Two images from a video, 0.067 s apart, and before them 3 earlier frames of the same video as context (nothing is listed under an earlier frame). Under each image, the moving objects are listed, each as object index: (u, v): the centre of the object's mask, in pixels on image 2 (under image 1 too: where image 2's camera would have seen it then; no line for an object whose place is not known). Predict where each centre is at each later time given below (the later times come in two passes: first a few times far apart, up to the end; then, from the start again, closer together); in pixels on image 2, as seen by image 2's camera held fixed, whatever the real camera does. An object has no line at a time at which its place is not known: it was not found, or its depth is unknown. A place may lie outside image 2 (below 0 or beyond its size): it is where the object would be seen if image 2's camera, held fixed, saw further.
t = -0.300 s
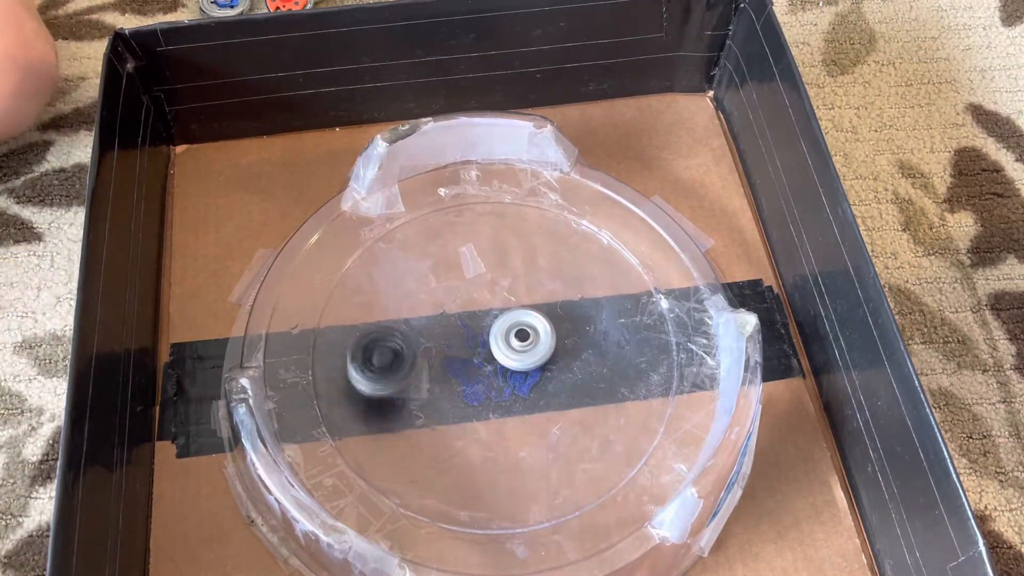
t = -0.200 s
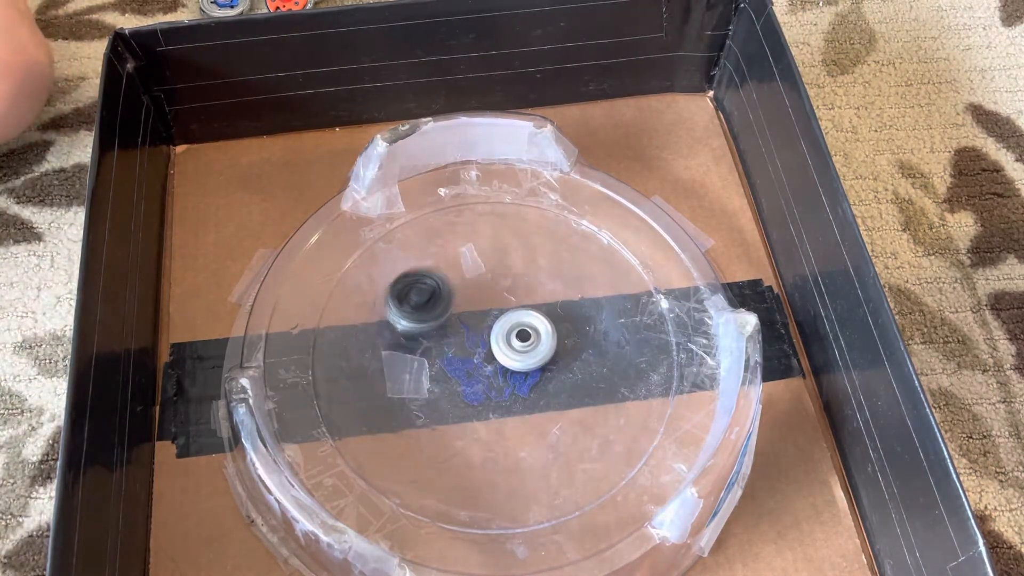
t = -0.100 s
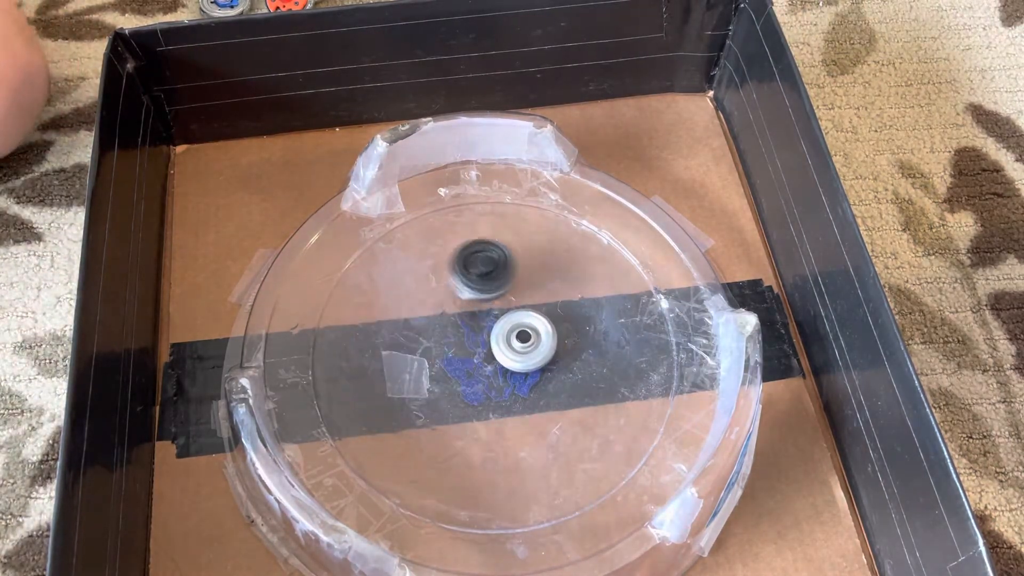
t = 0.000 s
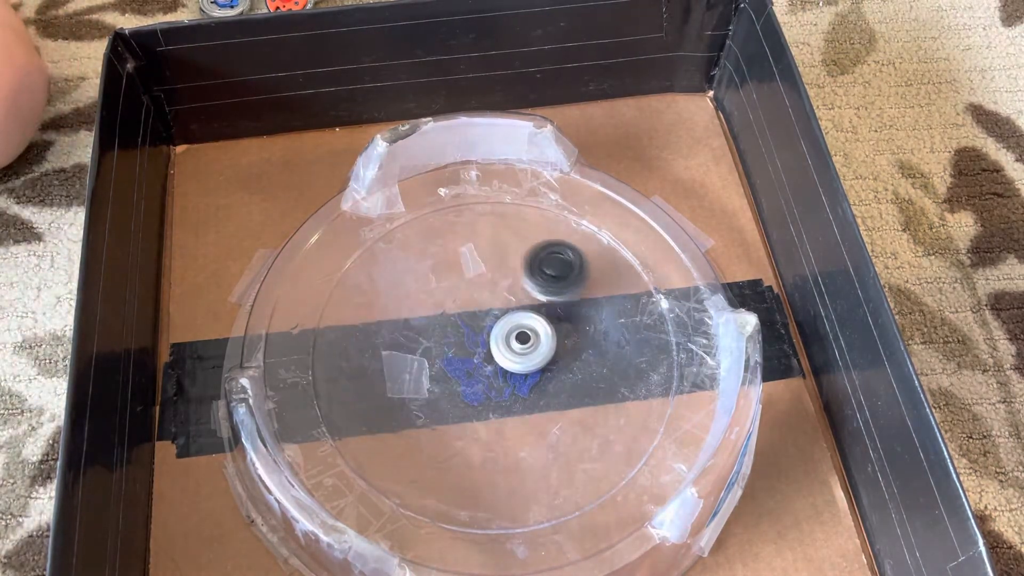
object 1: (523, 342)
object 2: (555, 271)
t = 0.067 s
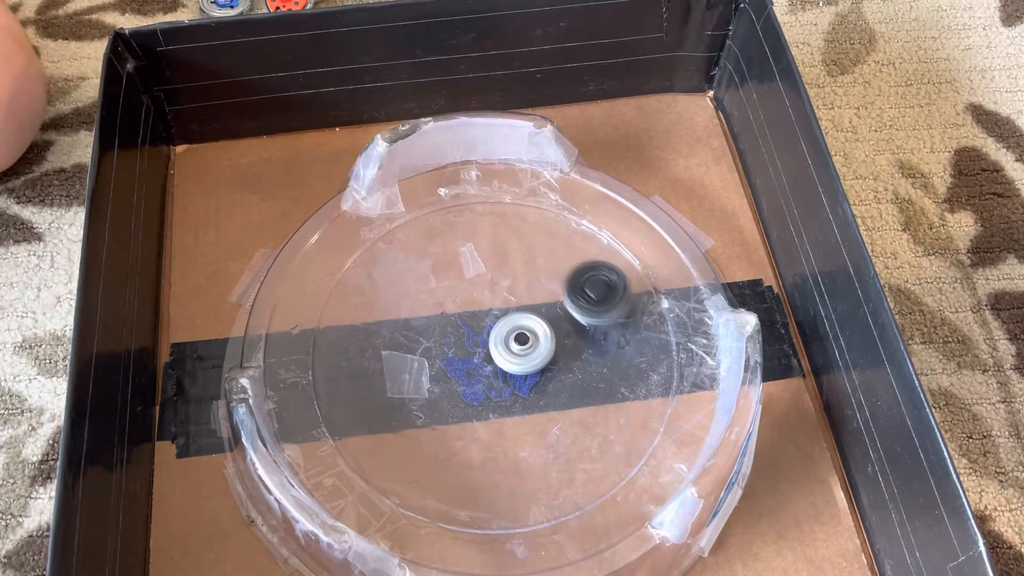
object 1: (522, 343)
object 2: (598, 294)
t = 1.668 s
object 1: (475, 381)
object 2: (385, 280)
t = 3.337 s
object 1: (464, 336)
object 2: (436, 420)
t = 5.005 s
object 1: (510, 338)
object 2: (552, 409)
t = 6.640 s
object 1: (507, 385)
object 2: (549, 260)
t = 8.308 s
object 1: (464, 344)
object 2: (402, 362)
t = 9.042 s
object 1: (493, 327)
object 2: (490, 430)
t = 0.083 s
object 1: (522, 343)
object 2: (606, 302)
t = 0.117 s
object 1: (521, 344)
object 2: (620, 320)
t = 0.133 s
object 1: (521, 344)
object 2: (625, 330)
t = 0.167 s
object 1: (521, 345)
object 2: (632, 351)
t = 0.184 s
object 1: (520, 346)
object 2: (633, 362)
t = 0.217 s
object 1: (520, 347)
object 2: (627, 384)
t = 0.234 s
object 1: (520, 347)
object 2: (623, 394)
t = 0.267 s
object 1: (519, 348)
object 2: (609, 414)
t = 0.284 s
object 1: (519, 348)
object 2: (599, 423)
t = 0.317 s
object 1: (518, 349)
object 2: (576, 436)
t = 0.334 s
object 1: (518, 350)
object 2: (564, 439)
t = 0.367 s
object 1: (517, 351)
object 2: (536, 444)
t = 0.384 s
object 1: (517, 352)
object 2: (522, 445)
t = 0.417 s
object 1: (516, 353)
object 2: (495, 440)
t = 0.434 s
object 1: (516, 353)
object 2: (483, 437)
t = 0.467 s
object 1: (515, 354)
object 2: (459, 426)
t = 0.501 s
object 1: (514, 355)
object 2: (439, 411)
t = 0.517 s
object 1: (514, 356)
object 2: (432, 402)
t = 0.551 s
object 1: (513, 357)
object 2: (418, 384)
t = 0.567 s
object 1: (513, 357)
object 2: (414, 374)
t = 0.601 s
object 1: (512, 358)
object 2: (407, 350)
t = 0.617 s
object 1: (511, 359)
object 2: (407, 338)
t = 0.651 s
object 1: (511, 360)
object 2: (410, 316)
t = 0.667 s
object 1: (510, 361)
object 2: (413, 305)
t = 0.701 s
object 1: (509, 362)
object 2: (423, 287)
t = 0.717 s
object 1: (509, 362)
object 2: (428, 276)
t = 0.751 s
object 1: (508, 363)
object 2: (442, 260)
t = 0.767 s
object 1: (508, 364)
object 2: (451, 253)
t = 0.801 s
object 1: (507, 365)
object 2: (468, 242)
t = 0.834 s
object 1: (507, 366)
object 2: (487, 235)
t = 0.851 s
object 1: (506, 367)
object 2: (498, 232)
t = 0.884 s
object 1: (506, 368)
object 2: (519, 232)
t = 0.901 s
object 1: (505, 368)
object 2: (529, 234)
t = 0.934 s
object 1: (505, 369)
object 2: (550, 241)
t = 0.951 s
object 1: (504, 370)
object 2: (559, 247)
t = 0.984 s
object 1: (504, 371)
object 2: (577, 261)
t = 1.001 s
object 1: (503, 371)
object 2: (585, 271)
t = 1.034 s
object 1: (503, 373)
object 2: (597, 291)
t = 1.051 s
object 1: (502, 373)
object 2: (600, 302)
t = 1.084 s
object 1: (502, 374)
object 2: (602, 324)
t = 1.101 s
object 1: (502, 374)
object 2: (602, 335)
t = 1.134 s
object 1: (501, 375)
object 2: (594, 357)
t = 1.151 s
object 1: (501, 375)
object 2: (588, 369)
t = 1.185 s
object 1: (500, 376)
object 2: (572, 385)
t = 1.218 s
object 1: (498, 376)
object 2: (556, 402)
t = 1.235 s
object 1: (496, 375)
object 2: (549, 410)
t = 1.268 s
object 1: (491, 372)
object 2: (531, 425)
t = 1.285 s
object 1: (489, 371)
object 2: (519, 429)
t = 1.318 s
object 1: (487, 371)
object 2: (496, 435)
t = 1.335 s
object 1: (486, 371)
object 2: (485, 435)
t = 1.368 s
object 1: (485, 372)
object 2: (460, 433)
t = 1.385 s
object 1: (484, 373)
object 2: (446, 429)
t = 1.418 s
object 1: (483, 374)
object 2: (424, 421)
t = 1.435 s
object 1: (482, 375)
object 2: (413, 415)
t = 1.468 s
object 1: (481, 376)
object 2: (392, 401)
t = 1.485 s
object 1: (480, 377)
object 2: (388, 395)
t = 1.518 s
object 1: (479, 378)
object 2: (374, 375)
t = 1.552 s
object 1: (478, 379)
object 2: (366, 353)
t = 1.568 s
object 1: (478, 379)
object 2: (364, 341)
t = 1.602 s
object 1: (477, 380)
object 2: (366, 319)
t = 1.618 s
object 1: (477, 380)
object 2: (370, 309)
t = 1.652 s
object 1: (476, 381)
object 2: (379, 290)
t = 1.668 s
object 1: (475, 381)
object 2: (385, 280)
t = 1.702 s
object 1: (475, 382)
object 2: (402, 265)
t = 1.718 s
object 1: (475, 382)
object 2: (410, 259)
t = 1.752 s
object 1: (474, 383)
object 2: (431, 250)
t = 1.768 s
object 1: (474, 383)
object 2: (443, 248)
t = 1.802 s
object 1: (474, 384)
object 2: (465, 246)
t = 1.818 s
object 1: (474, 384)
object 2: (477, 246)
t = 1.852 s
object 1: (473, 384)
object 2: (498, 251)
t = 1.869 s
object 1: (473, 384)
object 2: (509, 255)
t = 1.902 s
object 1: (473, 384)
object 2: (529, 266)
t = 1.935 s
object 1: (473, 384)
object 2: (546, 281)
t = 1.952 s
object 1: (473, 384)
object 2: (554, 290)
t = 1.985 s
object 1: (473, 384)
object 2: (566, 309)
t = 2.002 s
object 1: (473, 384)
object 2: (570, 319)
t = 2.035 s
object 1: (473, 383)
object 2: (575, 340)
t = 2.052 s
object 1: (473, 383)
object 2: (577, 351)
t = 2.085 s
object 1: (473, 382)
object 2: (575, 372)
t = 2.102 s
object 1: (473, 382)
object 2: (573, 380)
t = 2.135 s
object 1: (473, 381)
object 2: (565, 400)
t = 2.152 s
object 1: (474, 381)
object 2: (560, 410)
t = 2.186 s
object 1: (474, 380)
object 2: (547, 429)
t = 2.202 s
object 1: (474, 380)
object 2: (539, 437)
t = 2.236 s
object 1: (474, 379)
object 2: (519, 448)
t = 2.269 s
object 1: (474, 378)
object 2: (496, 456)
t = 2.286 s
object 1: (474, 377)
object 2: (484, 459)
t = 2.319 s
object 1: (474, 376)
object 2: (458, 458)
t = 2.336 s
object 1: (473, 375)
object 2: (447, 455)
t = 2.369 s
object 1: (473, 374)
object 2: (424, 447)
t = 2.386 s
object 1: (473, 374)
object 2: (414, 442)
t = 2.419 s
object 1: (473, 372)
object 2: (396, 427)
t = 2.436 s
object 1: (473, 372)
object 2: (388, 417)
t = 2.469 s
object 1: (473, 370)
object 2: (379, 398)
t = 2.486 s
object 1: (473, 370)
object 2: (376, 387)
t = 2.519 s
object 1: (473, 368)
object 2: (377, 365)
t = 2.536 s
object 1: (473, 367)
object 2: (378, 354)
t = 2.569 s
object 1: (472, 366)
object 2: (387, 334)
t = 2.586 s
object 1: (472, 365)
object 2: (393, 324)
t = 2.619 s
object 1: (472, 364)
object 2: (407, 308)
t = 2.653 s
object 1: (472, 362)
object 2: (426, 294)
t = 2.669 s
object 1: (472, 361)
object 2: (436, 288)
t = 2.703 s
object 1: (471, 360)
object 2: (456, 281)
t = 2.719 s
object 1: (471, 359)
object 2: (466, 278)
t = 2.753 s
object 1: (471, 358)
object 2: (489, 276)
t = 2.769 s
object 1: (471, 357)
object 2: (500, 275)
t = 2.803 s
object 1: (471, 355)
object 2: (521, 277)
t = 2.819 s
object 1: (470, 355)
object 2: (532, 280)
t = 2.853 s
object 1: (470, 353)
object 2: (552, 288)
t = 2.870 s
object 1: (470, 352)
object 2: (561, 294)
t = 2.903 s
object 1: (469, 351)
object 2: (578, 308)
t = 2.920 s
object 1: (469, 350)
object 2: (585, 316)
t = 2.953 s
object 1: (469, 349)
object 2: (596, 333)
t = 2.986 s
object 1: (468, 347)
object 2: (602, 352)
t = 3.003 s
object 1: (468, 347)
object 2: (604, 363)
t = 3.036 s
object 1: (468, 345)
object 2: (603, 382)
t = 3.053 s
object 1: (468, 345)
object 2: (601, 391)
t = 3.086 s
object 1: (467, 343)
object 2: (593, 411)
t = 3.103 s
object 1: (467, 343)
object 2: (587, 420)
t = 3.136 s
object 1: (467, 341)
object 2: (570, 435)
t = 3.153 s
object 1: (466, 341)
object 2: (559, 441)
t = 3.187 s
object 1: (466, 340)
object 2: (537, 449)
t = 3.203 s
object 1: (466, 339)
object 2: (525, 451)
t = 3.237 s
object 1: (465, 338)
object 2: (500, 451)
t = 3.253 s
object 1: (465, 338)
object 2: (488, 449)
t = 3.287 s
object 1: (465, 337)
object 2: (465, 441)
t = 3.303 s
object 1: (465, 337)
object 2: (455, 436)
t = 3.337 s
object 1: (464, 336)
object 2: (436, 420)
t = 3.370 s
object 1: (464, 335)
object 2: (422, 402)
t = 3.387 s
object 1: (464, 335)
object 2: (417, 393)
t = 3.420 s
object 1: (465, 334)
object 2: (412, 375)
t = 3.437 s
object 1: (466, 333)
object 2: (410, 365)
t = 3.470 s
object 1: (472, 329)
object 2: (403, 346)
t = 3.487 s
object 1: (475, 327)
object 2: (400, 336)
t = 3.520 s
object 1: (481, 324)
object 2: (402, 318)
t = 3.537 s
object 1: (483, 323)
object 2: (406, 308)
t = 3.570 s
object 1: (485, 321)
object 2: (415, 291)
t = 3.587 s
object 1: (485, 320)
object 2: (422, 284)
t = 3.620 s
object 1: (485, 319)
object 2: (437, 268)
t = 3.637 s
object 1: (484, 318)
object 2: (446, 262)
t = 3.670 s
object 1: (484, 316)
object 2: (464, 252)
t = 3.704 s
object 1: (484, 315)
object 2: (484, 245)
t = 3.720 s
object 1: (484, 314)
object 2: (493, 244)
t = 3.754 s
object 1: (483, 313)
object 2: (514, 244)
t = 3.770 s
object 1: (483, 313)
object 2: (524, 246)
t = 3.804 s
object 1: (483, 312)
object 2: (544, 254)
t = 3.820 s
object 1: (483, 311)
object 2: (553, 259)
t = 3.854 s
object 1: (483, 310)
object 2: (570, 274)
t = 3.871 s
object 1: (482, 310)
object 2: (576, 282)
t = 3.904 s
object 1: (482, 309)
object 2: (587, 300)
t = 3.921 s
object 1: (482, 309)
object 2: (590, 310)
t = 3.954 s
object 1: (482, 309)
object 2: (593, 331)
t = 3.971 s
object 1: (482, 309)
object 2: (592, 341)
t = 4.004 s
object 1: (482, 309)
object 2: (586, 362)
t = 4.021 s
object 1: (482, 309)
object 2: (581, 372)
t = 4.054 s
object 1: (482, 309)
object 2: (570, 387)
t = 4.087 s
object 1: (482, 309)
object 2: (554, 403)
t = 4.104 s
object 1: (482, 309)
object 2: (544, 409)
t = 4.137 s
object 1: (482, 309)
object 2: (523, 419)
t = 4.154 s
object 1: (482, 310)
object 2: (512, 422)
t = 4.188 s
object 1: (482, 310)
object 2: (488, 425)
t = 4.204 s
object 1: (482, 311)
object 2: (476, 424)
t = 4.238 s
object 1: (482, 312)
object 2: (453, 420)
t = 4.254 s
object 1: (482, 312)
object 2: (441, 416)
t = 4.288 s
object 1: (483, 313)
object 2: (420, 406)
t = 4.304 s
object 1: (483, 313)
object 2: (412, 400)
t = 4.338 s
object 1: (484, 315)
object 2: (399, 386)
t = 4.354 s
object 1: (484, 315)
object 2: (394, 377)
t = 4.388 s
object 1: (485, 317)
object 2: (386, 360)
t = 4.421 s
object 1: (486, 318)
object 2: (382, 337)
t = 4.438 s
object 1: (486, 318)
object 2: (384, 326)
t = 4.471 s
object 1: (487, 320)
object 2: (389, 306)
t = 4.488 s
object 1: (488, 320)
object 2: (394, 297)
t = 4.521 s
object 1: (489, 321)
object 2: (406, 281)
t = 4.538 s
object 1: (489, 322)
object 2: (414, 274)
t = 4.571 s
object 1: (491, 323)
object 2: (430, 264)
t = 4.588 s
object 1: (491, 324)
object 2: (439, 260)
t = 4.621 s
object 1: (492, 325)
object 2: (459, 254)
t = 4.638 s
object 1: (493, 326)
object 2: (470, 253)
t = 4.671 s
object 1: (494, 327)
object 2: (490, 254)
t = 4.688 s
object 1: (495, 328)
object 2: (500, 256)
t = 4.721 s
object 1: (496, 329)
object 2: (519, 263)
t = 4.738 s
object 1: (497, 330)
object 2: (528, 268)
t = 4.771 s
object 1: (499, 331)
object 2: (545, 282)
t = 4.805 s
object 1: (500, 332)
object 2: (558, 298)
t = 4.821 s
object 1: (501, 333)
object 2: (563, 307)
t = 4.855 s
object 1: (502, 334)
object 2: (569, 325)
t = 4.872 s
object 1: (503, 334)
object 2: (571, 335)
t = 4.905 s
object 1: (505, 335)
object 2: (572, 354)
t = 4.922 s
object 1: (506, 336)
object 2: (572, 365)
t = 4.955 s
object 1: (507, 337)
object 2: (567, 382)
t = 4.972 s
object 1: (508, 337)
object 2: (563, 392)
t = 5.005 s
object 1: (510, 338)
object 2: (552, 409)
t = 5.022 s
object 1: (511, 339)
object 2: (546, 417)
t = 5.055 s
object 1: (512, 340)
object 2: (529, 431)
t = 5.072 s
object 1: (513, 340)
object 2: (519, 436)
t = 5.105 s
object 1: (515, 341)
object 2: (498, 444)
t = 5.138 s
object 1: (516, 342)
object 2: (476, 445)
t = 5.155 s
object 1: (517, 342)
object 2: (464, 444)
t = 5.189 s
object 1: (518, 343)
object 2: (441, 440)
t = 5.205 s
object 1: (519, 343)
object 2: (431, 436)
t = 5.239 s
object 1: (520, 344)
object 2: (413, 424)
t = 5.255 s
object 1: (520, 345)
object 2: (406, 417)
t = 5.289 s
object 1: (522, 345)
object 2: (392, 399)
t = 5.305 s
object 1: (522, 346)
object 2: (389, 393)
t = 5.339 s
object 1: (523, 347)
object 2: (384, 373)
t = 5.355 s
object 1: (524, 347)
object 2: (386, 363)
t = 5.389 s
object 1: (525, 348)
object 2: (390, 341)
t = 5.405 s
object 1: (525, 348)
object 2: (394, 331)
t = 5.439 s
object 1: (526, 349)
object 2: (406, 316)
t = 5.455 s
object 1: (526, 349)
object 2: (413, 308)
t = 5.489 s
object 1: (527, 350)
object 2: (430, 295)
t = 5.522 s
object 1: (527, 351)
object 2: (448, 286)
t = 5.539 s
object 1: (528, 351)
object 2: (458, 283)
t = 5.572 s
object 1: (528, 352)
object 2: (478, 279)
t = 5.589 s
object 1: (528, 352)
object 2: (488, 278)
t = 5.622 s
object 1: (529, 352)
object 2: (509, 279)
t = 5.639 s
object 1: (529, 353)
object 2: (520, 281)
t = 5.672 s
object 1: (529, 353)
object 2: (539, 288)
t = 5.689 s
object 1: (529, 354)
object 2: (547, 292)
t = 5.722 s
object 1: (527, 359)
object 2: (566, 300)
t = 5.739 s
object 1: (526, 361)
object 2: (573, 305)
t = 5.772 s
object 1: (525, 363)
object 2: (585, 319)
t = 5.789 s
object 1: (525, 363)
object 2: (590, 328)
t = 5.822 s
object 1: (524, 365)
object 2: (597, 346)
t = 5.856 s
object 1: (524, 366)
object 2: (600, 364)
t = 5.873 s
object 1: (524, 367)
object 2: (599, 373)
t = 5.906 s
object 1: (524, 368)
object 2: (595, 392)
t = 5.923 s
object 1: (524, 368)
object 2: (590, 401)
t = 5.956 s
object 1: (524, 369)
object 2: (580, 416)
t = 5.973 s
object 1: (524, 370)
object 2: (571, 424)
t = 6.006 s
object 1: (523, 371)
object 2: (554, 435)
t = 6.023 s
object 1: (523, 372)
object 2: (543, 439)
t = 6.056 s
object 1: (523, 373)
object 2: (521, 444)
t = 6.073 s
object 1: (522, 373)
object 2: (509, 444)
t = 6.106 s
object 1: (522, 374)
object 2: (486, 441)
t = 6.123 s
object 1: (521, 375)
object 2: (475, 438)
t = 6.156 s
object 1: (521, 376)
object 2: (455, 428)
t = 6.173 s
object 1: (521, 376)
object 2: (446, 421)
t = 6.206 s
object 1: (520, 377)
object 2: (429, 406)
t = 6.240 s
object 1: (519, 378)
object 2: (420, 392)
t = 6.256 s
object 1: (519, 379)
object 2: (417, 383)
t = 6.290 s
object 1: (518, 379)
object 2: (411, 363)
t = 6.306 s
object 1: (517, 380)
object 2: (410, 353)
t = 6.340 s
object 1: (516, 380)
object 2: (413, 333)
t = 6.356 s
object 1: (516, 381)
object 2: (417, 324)
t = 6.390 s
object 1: (515, 382)
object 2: (426, 307)
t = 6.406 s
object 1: (514, 382)
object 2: (431, 297)
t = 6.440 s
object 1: (513, 382)
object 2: (443, 283)
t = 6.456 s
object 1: (513, 383)
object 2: (449, 277)
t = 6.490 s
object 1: (512, 384)
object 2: (466, 266)
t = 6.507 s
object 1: (511, 384)
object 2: (475, 261)
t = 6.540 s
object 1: (510, 384)
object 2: (493, 254)
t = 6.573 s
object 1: (509, 385)
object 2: (511, 253)
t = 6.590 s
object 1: (508, 385)
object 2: (521, 253)
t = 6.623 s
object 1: (507, 385)
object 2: (540, 256)
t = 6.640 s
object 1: (507, 385)
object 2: (549, 260)
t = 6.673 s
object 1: (505, 385)
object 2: (565, 271)
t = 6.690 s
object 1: (505, 386)
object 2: (573, 278)
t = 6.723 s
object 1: (504, 386)
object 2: (585, 293)
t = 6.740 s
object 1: (503, 386)
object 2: (589, 302)
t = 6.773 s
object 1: (502, 386)
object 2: (593, 323)
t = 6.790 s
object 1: (501, 386)
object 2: (593, 332)
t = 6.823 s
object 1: (500, 386)
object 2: (589, 350)
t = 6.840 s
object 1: (499, 386)
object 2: (586, 360)
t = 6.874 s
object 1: (498, 386)
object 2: (575, 377)
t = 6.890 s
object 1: (497, 386)
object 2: (569, 385)
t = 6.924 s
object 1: (491, 384)
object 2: (558, 398)
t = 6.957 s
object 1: (478, 376)
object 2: (554, 420)
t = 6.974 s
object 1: (472, 372)
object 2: (552, 429)
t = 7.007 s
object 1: (461, 364)
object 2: (542, 443)
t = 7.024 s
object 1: (456, 360)
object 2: (535, 449)
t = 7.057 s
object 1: (449, 352)
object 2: (517, 455)
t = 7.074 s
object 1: (447, 349)
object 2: (507, 456)
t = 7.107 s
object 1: (443, 345)
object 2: (485, 457)
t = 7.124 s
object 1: (442, 343)
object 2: (473, 455)
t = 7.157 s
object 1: (441, 341)
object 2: (451, 448)
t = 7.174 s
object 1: (441, 341)
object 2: (440, 443)
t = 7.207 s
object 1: (441, 342)
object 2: (421, 430)
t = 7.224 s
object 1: (440, 343)
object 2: (413, 422)
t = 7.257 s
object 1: (439, 345)
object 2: (401, 404)
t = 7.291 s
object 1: (440, 346)
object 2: (396, 389)
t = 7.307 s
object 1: (443, 345)
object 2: (389, 380)
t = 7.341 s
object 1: (451, 343)
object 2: (382, 362)
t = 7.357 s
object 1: (454, 342)
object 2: (380, 351)
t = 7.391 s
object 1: (459, 341)
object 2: (384, 329)
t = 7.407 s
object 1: (460, 340)
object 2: (389, 320)
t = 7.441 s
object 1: (462, 340)
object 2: (399, 304)
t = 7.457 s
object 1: (463, 340)
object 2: (405, 295)
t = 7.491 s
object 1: (462, 340)
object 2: (422, 282)
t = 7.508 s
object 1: (461, 340)
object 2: (431, 276)
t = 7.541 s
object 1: (459, 339)
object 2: (450, 267)
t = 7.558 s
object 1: (458, 339)
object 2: (459, 265)
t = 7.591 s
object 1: (456, 338)
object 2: (480, 260)
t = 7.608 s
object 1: (455, 338)
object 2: (489, 259)
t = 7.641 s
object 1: (452, 338)
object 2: (510, 260)
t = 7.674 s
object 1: (450, 338)
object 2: (529, 265)
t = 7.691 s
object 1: (449, 338)
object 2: (538, 269)
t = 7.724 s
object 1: (447, 339)
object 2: (557, 279)
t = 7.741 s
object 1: (446, 339)
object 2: (565, 286)
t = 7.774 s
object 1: (445, 341)
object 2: (579, 301)
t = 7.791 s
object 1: (444, 341)
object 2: (583, 309)
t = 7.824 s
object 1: (444, 343)
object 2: (591, 328)
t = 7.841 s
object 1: (443, 343)
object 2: (594, 337)
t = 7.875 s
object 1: (443, 345)
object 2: (595, 358)
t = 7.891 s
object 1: (443, 345)
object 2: (594, 368)
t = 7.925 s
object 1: (444, 347)
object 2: (587, 383)
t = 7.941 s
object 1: (444, 347)
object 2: (582, 393)
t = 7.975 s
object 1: (445, 348)
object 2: (570, 410)
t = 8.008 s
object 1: (446, 349)
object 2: (554, 423)
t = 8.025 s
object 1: (447, 349)
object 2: (543, 428)
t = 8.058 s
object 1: (448, 350)
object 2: (522, 434)
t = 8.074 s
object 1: (449, 350)
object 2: (511, 436)
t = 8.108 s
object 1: (451, 350)
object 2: (489, 436)
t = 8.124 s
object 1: (452, 350)
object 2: (478, 435)
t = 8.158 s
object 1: (454, 349)
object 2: (456, 427)
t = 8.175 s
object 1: (455, 349)
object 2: (445, 421)
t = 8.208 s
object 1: (456, 348)
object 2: (430, 410)
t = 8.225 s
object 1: (457, 347)
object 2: (422, 402)
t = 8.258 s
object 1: (460, 345)
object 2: (412, 387)
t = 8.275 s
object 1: (461, 345)
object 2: (407, 377)
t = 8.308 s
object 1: (464, 344)
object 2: (402, 362)
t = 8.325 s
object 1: (465, 344)
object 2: (399, 352)
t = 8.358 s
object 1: (466, 343)
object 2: (399, 332)
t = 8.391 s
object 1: (468, 342)
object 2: (407, 312)
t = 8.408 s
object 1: (468, 341)
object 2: (411, 304)
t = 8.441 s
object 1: (469, 340)
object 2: (423, 288)
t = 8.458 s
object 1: (470, 339)
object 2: (431, 282)
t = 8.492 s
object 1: (471, 339)
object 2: (447, 270)
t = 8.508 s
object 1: (472, 338)
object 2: (456, 266)
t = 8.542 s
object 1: (473, 337)
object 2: (473, 260)
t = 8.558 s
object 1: (474, 337)
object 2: (483, 258)
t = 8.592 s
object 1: (475, 336)
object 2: (501, 257)
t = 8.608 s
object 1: (476, 336)
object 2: (512, 259)
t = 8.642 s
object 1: (477, 335)
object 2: (529, 265)
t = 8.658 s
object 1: (478, 334)
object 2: (537, 268)
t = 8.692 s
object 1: (479, 334)
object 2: (553, 281)
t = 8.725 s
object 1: (481, 333)
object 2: (565, 296)
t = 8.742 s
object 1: (482, 332)
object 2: (570, 304)
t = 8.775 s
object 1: (483, 331)
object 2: (576, 322)
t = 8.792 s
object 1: (484, 331)
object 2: (578, 331)
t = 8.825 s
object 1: (485, 330)
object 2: (579, 351)
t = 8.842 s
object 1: (486, 330)
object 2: (577, 361)
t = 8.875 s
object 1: (487, 330)
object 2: (572, 376)
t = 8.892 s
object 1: (488, 329)
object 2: (567, 385)
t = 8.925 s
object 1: (489, 329)
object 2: (554, 401)
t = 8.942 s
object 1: (490, 328)
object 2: (547, 408)
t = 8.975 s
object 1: (491, 328)
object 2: (532, 419)
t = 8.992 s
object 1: (492, 328)
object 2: (521, 424)
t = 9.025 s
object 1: (493, 327)
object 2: (501, 429)
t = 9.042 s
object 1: (493, 327)
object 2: (490, 430)
